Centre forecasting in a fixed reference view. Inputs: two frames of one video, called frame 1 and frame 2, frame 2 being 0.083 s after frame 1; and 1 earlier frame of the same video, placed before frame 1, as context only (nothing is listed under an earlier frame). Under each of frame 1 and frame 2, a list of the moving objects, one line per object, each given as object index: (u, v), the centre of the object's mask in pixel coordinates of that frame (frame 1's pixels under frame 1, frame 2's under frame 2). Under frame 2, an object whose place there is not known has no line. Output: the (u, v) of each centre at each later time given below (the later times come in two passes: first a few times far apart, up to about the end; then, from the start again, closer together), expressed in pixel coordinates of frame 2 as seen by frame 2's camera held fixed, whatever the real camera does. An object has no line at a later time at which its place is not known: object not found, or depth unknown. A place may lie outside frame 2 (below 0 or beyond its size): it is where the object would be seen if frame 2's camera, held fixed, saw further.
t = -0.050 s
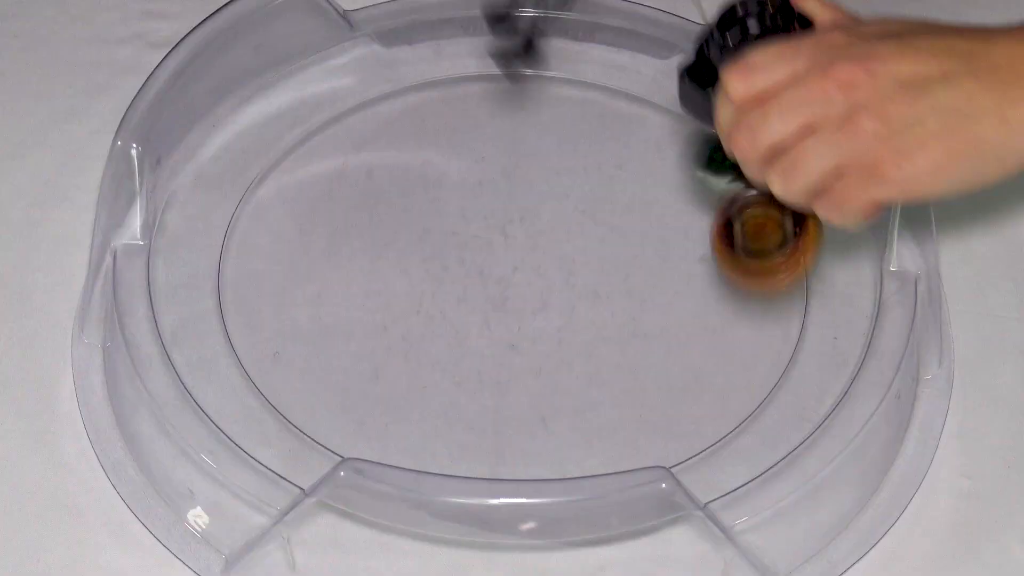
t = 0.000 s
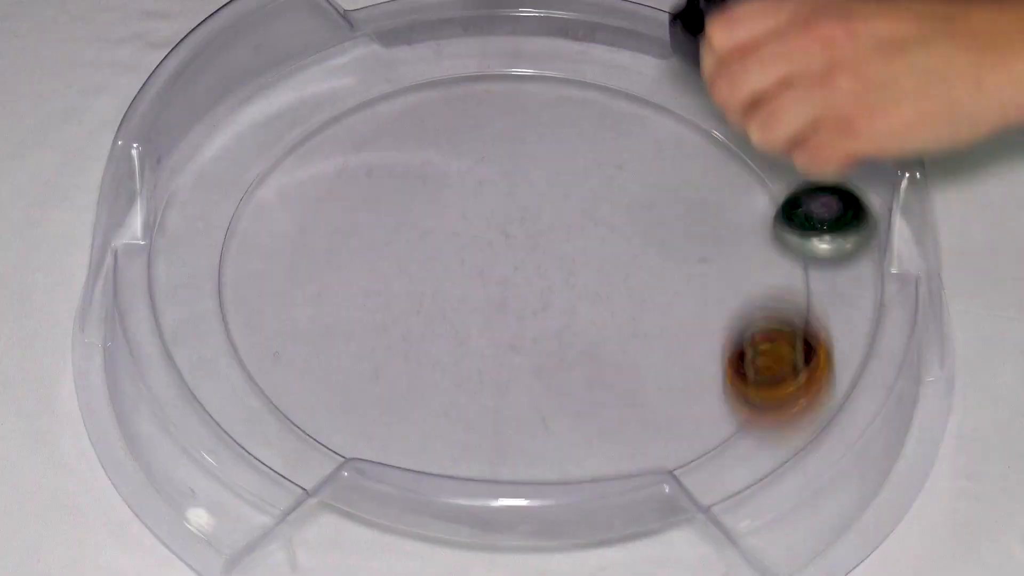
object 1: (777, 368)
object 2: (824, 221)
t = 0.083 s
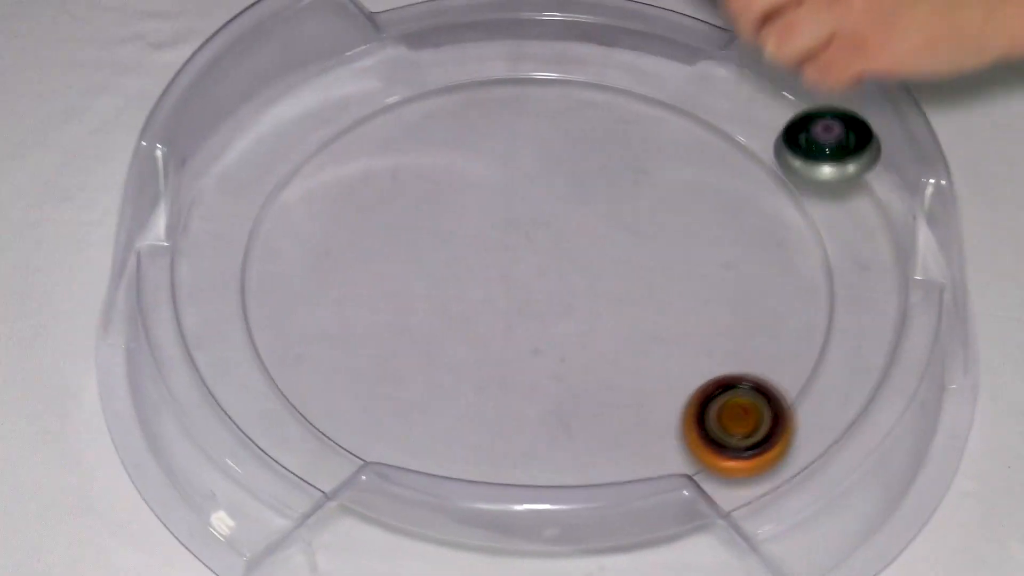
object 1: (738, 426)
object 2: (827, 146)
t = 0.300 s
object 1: (577, 356)
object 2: (688, 175)
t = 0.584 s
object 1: (383, 254)
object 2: (394, 96)
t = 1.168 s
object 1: (678, 205)
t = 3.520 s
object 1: (429, 98)
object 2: (663, 83)
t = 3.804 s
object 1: (361, 409)
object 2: (260, 317)
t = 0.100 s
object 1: (723, 427)
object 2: (822, 141)
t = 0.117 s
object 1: (711, 428)
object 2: (818, 141)
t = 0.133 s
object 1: (699, 427)
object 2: (815, 147)
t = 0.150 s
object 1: (688, 425)
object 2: (813, 160)
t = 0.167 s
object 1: (676, 422)
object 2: (809, 174)
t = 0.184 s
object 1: (663, 421)
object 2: (799, 174)
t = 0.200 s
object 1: (651, 415)
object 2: (785, 161)
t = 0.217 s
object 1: (639, 409)
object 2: (769, 154)
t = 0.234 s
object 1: (627, 402)
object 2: (753, 147)
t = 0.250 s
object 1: (614, 393)
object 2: (737, 148)
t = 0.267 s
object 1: (601, 383)
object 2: (722, 153)
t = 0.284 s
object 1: (588, 369)
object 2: (704, 163)
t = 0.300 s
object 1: (577, 356)
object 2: (688, 175)
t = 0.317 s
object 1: (566, 342)
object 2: (665, 173)
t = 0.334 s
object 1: (556, 327)
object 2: (642, 172)
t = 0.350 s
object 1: (547, 311)
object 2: (619, 175)
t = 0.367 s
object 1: (538, 295)
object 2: (595, 180)
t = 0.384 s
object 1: (531, 276)
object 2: (568, 191)
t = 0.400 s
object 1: (516, 270)
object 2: (548, 180)
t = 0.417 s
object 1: (498, 268)
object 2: (533, 165)
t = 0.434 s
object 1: (479, 269)
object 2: (518, 152)
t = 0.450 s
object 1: (464, 269)
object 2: (504, 144)
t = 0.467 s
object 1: (449, 268)
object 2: (488, 134)
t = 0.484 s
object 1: (436, 265)
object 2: (475, 123)
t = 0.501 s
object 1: (424, 263)
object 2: (460, 116)
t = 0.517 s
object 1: (412, 261)
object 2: (446, 110)
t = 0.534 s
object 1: (404, 258)
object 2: (432, 106)
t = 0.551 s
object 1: (396, 256)
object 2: (419, 101)
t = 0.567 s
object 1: (389, 255)
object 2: (406, 98)
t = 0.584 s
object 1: (383, 254)
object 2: (394, 96)
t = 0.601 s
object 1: (379, 254)
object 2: (382, 97)
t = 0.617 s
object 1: (377, 255)
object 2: (369, 98)
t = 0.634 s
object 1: (377, 257)
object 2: (359, 101)
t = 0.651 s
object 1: (379, 259)
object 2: (348, 106)
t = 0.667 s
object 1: (382, 263)
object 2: (338, 112)
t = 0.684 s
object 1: (388, 267)
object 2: (330, 121)
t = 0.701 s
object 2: (322, 130)
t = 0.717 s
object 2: (315, 141)
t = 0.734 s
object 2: (309, 153)
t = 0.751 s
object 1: (425, 282)
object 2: (304, 165)
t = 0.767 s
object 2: (300, 179)
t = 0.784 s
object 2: (296, 195)
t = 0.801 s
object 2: (294, 211)
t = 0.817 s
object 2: (293, 227)
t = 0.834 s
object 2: (293, 244)
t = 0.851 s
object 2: (294, 261)
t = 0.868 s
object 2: (296, 281)
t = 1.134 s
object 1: (678, 214)
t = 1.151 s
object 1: (679, 209)
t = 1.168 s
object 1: (678, 205)
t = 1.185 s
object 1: (677, 201)
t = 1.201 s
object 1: (674, 197)
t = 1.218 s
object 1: (669, 194)
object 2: (783, 379)
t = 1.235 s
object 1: (664, 191)
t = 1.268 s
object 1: (651, 187)
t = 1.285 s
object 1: (642, 185)
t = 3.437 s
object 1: (551, 78)
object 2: (791, 176)
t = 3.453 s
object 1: (525, 79)
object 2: (771, 153)
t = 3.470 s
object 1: (500, 81)
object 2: (751, 134)
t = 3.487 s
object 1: (476, 84)
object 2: (723, 112)
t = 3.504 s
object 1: (451, 91)
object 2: (694, 97)
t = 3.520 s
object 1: (429, 98)
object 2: (663, 83)
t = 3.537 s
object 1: (407, 108)
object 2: (630, 71)
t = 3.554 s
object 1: (385, 120)
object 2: (596, 64)
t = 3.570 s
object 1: (368, 132)
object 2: (559, 61)
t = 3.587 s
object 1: (350, 148)
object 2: (521, 59)
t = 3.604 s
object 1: (335, 164)
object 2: (486, 61)
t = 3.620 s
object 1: (321, 184)
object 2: (450, 69)
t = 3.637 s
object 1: (311, 202)
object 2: (415, 79)
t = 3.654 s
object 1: (303, 222)
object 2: (382, 90)
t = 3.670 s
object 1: (298, 243)
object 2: (351, 107)
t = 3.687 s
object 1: (296, 265)
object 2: (324, 125)
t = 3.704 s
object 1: (297, 288)
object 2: (301, 149)
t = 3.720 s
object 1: (300, 310)
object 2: (280, 172)
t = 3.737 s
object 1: (307, 331)
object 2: (265, 198)
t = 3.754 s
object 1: (316, 353)
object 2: (255, 227)
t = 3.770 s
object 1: (328, 372)
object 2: (251, 259)
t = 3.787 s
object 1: (343, 391)
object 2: (252, 288)
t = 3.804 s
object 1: (361, 409)
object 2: (260, 317)
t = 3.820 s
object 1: (382, 424)
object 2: (274, 346)
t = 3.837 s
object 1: (409, 436)
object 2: (292, 371)
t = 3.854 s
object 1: (431, 457)
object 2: (319, 396)
